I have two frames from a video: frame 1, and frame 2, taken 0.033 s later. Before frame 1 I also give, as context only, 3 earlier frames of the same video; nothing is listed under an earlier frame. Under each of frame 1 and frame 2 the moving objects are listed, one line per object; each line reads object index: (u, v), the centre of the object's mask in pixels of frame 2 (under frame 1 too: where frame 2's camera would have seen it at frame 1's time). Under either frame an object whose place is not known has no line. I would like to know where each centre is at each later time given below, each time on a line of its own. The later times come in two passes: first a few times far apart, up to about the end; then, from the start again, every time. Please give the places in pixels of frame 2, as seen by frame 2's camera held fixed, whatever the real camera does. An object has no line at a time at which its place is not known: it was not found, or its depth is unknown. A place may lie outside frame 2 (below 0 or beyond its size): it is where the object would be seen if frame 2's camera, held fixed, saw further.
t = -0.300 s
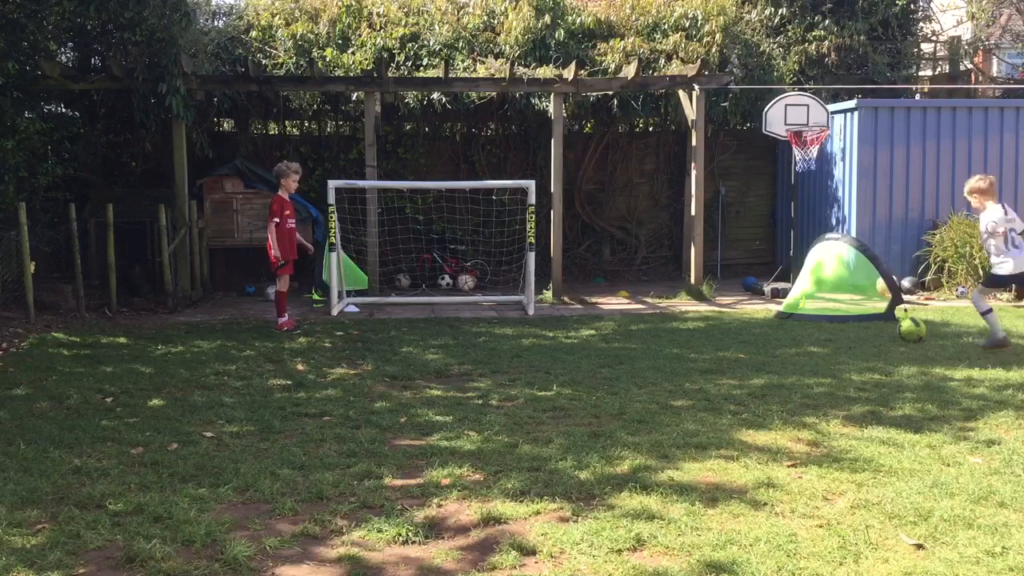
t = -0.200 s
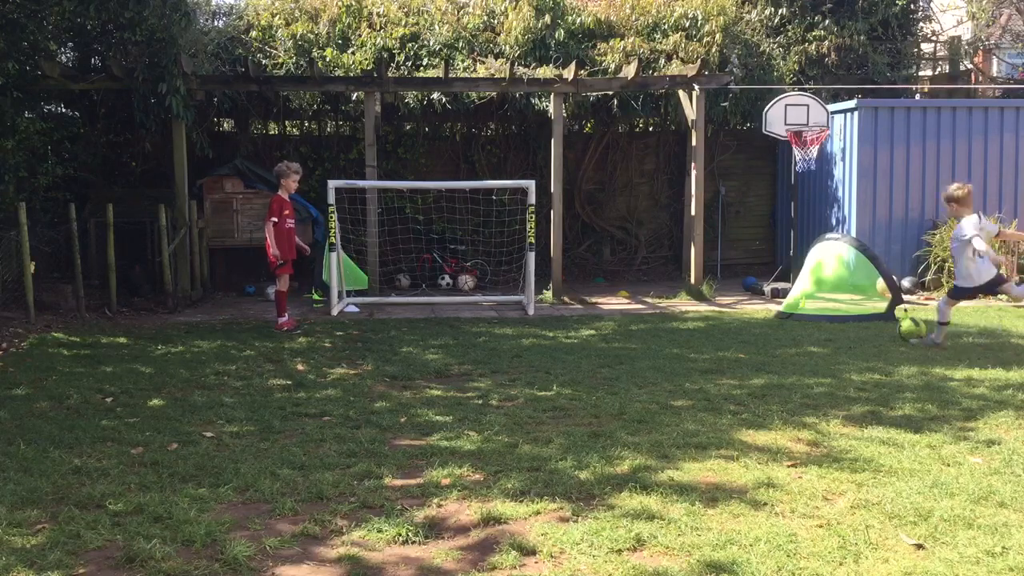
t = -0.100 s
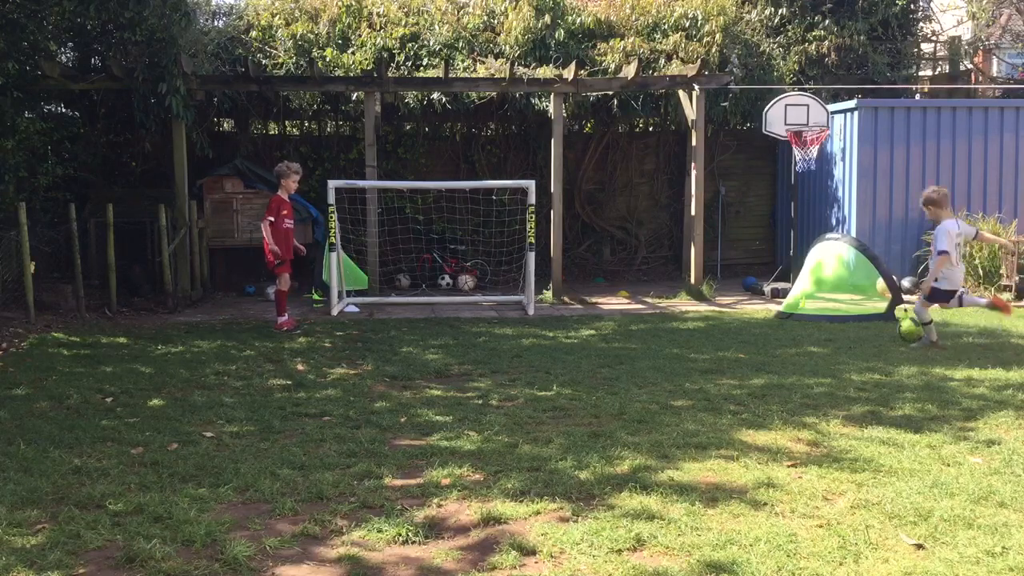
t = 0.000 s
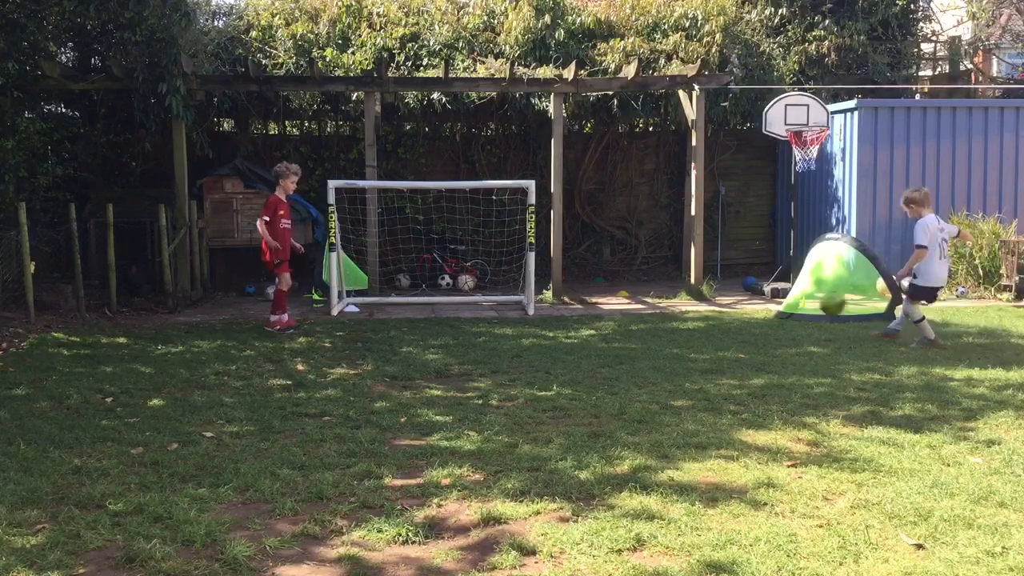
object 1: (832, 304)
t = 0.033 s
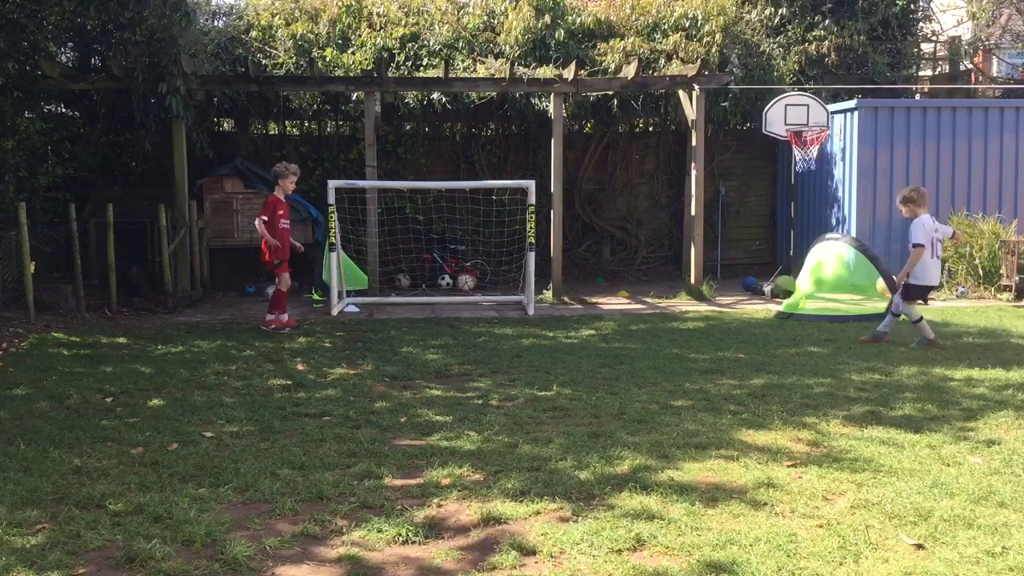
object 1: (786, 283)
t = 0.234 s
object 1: (537, 231)
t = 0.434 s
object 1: (342, 224)
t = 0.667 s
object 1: (402, 272)
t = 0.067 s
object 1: (739, 272)
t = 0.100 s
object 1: (695, 262)
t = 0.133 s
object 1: (653, 252)
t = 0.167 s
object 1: (613, 244)
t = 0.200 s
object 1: (574, 236)
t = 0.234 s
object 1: (537, 231)
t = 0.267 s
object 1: (501, 224)
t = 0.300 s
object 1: (467, 222)
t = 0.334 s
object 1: (433, 222)
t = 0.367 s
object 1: (401, 221)
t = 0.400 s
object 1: (370, 221)
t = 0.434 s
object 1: (342, 224)
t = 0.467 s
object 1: (352, 227)
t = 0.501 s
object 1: (361, 231)
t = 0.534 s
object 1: (370, 236)
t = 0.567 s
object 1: (381, 244)
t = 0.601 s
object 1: (388, 251)
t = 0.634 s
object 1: (396, 260)
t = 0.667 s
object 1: (402, 272)
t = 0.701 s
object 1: (408, 282)
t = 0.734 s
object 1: (414, 295)
